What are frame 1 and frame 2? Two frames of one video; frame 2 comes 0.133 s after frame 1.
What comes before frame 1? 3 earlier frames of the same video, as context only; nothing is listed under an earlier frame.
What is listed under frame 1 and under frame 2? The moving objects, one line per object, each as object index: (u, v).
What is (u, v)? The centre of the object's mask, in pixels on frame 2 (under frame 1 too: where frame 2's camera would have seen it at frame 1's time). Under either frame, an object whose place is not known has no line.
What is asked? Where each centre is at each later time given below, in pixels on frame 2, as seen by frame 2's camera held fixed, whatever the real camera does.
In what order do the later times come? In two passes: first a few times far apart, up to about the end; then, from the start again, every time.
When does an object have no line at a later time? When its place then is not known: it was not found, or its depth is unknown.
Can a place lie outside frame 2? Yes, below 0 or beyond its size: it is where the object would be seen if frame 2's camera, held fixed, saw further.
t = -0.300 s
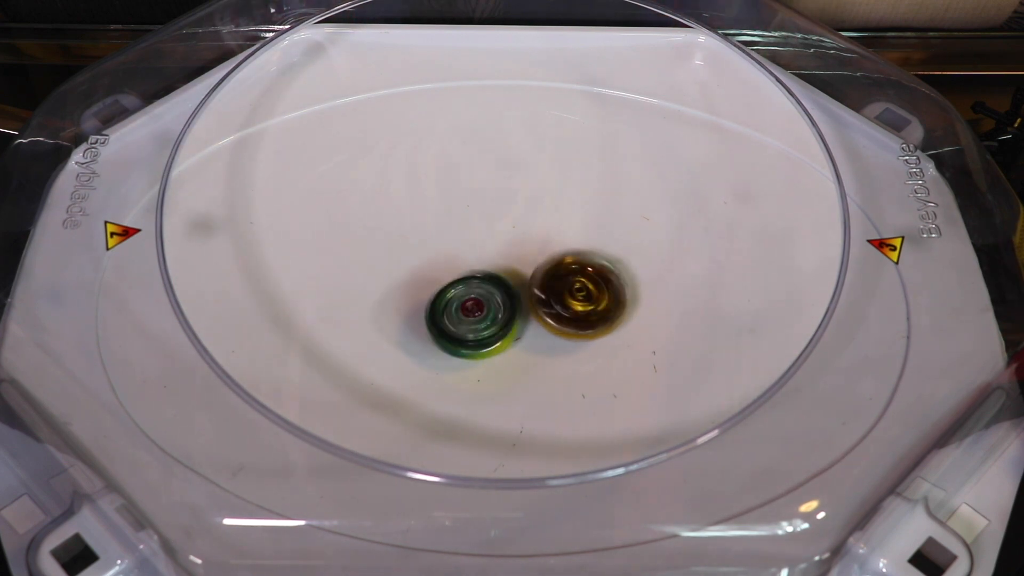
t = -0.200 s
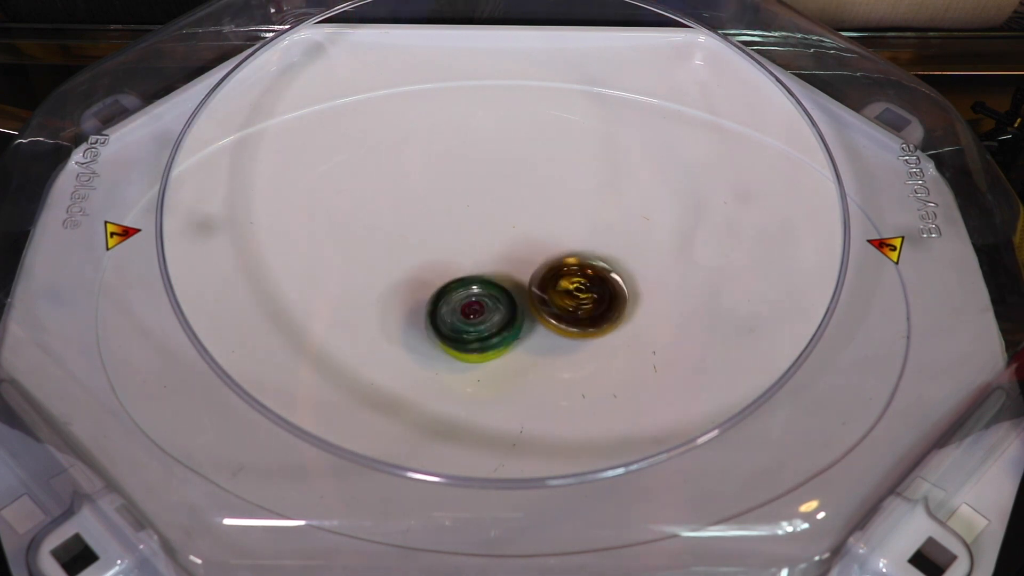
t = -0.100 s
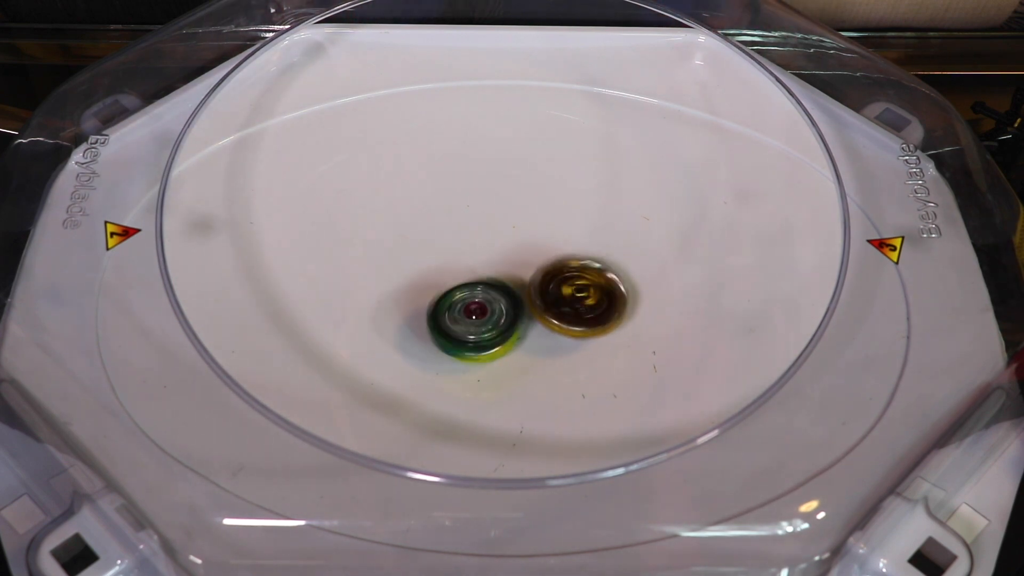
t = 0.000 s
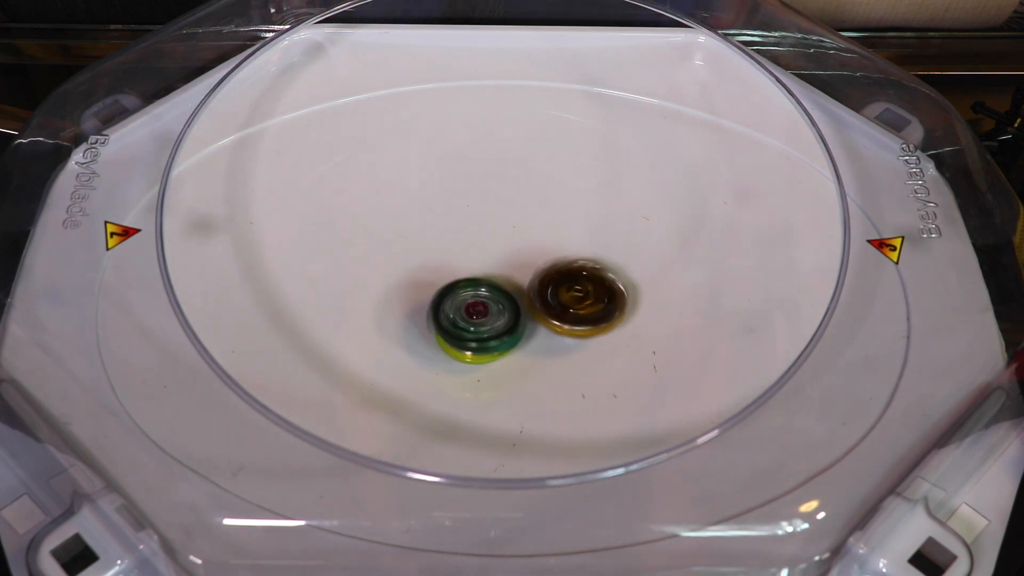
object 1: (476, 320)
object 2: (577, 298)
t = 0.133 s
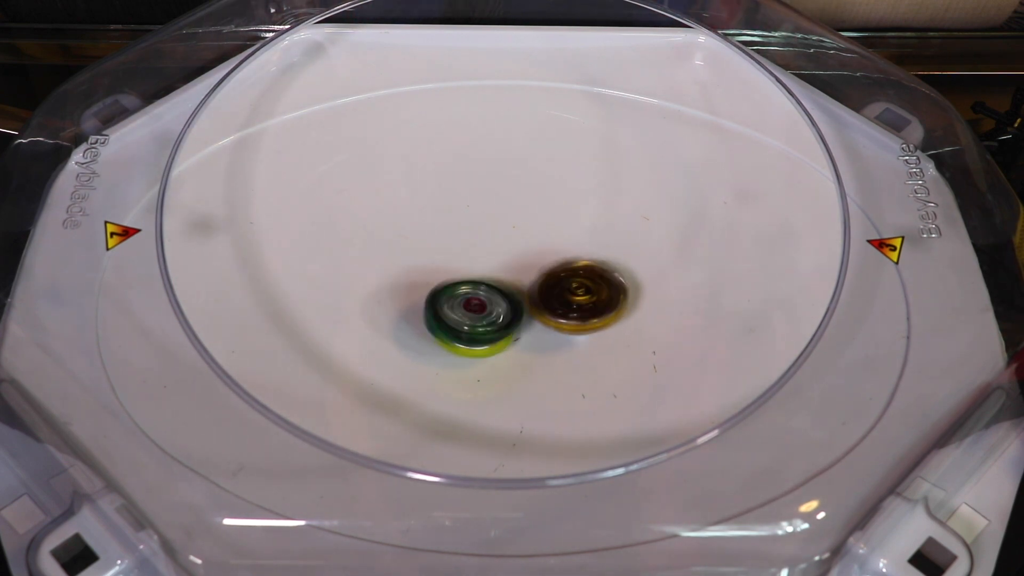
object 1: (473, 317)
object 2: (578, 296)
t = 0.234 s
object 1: (474, 314)
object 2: (576, 296)
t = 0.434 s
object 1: (472, 307)
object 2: (577, 297)
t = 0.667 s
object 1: (475, 303)
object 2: (580, 295)
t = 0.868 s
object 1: (477, 303)
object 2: (580, 296)
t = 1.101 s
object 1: (474, 303)
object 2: (579, 296)
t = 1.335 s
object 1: (466, 302)
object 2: (580, 297)
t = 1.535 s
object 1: (466, 300)
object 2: (579, 299)
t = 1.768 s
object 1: (469, 304)
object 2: (578, 302)
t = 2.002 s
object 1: (467, 307)
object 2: (575, 305)
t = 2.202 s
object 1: (465, 307)
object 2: (573, 306)
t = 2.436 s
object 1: (461, 302)
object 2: (572, 305)
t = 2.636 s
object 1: (464, 303)
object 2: (568, 305)
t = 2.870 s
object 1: (463, 305)
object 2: (569, 305)
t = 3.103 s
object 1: (462, 301)
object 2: (564, 305)
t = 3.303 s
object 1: (445, 288)
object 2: (576, 305)
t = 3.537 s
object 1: (461, 283)
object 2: (566, 307)
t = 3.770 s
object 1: (467, 285)
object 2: (571, 325)
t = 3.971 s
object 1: (464, 287)
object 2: (564, 326)
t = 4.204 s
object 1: (461, 286)
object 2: (557, 321)
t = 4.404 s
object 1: (460, 285)
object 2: (559, 317)
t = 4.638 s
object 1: (464, 286)
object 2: (556, 313)
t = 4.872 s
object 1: (458, 283)
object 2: (555, 312)
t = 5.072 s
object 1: (459, 282)
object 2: (554, 312)
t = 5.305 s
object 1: (457, 284)
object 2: (555, 308)
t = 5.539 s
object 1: (457, 281)
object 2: (554, 304)
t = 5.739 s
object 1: (449, 279)
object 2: (561, 300)
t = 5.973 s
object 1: (447, 285)
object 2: (546, 302)
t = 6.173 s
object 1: (444, 289)
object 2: (540, 320)
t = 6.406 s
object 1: (443, 287)
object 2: (545, 319)
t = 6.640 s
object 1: (447, 290)
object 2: (550, 296)
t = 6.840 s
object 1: (412, 286)
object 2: (577, 286)
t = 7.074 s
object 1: (412, 280)
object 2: (570, 297)
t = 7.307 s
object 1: (442, 298)
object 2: (570, 307)
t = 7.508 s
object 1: (450, 331)
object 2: (561, 311)
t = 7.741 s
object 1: (451, 336)
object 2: (555, 314)
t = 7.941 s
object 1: (433, 329)
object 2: (575, 315)
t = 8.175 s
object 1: (436, 311)
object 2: (583, 289)
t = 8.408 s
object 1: (461, 308)
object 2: (559, 287)
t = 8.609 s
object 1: (462, 314)
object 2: (562, 297)
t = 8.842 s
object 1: (466, 310)
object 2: (555, 292)
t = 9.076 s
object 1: (452, 318)
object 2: (564, 280)
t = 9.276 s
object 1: (452, 320)
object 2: (547, 303)
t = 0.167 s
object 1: (474, 316)
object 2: (577, 295)
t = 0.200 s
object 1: (473, 315)
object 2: (576, 296)
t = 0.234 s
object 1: (474, 314)
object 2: (576, 296)
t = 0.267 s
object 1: (474, 311)
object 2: (576, 298)
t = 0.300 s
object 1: (473, 310)
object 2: (579, 296)
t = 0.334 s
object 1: (471, 309)
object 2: (580, 295)
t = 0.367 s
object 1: (471, 308)
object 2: (579, 295)
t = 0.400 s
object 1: (472, 307)
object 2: (579, 296)
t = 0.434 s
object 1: (472, 307)
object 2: (577, 297)
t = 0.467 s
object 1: (474, 305)
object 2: (578, 297)
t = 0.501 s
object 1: (476, 304)
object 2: (577, 298)
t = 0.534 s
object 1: (477, 303)
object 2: (579, 297)
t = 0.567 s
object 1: (477, 303)
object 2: (579, 297)
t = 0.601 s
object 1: (478, 304)
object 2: (579, 297)
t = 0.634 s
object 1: (475, 304)
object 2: (580, 296)
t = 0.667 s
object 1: (475, 303)
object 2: (580, 295)
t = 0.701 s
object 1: (477, 302)
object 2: (581, 296)
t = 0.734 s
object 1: (475, 302)
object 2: (583, 295)
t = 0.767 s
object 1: (476, 301)
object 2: (582, 294)
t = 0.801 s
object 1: (476, 301)
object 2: (581, 294)
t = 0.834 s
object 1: (478, 302)
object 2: (580, 296)
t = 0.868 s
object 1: (477, 303)
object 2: (580, 296)
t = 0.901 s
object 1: (476, 304)
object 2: (581, 296)
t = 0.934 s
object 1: (475, 303)
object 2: (580, 296)
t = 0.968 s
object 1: (475, 304)
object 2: (579, 296)
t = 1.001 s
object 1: (475, 304)
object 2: (579, 297)
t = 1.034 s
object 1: (472, 304)
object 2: (580, 297)
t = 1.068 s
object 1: (473, 303)
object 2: (580, 296)
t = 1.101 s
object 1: (474, 303)
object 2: (579, 296)
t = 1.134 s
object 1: (476, 303)
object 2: (577, 297)
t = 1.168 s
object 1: (472, 303)
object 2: (579, 297)
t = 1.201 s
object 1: (471, 301)
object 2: (579, 296)
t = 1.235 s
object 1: (472, 300)
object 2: (578, 295)
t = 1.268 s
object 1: (475, 302)
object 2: (576, 297)
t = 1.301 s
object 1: (473, 303)
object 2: (576, 298)
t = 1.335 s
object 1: (466, 302)
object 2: (580, 297)
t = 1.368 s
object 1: (464, 301)
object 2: (582, 298)
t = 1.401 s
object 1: (465, 300)
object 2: (582, 296)
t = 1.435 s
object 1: (467, 300)
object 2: (580, 297)
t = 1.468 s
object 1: (466, 301)
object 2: (579, 298)
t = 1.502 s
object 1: (466, 301)
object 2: (579, 300)
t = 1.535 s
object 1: (466, 300)
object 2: (579, 299)
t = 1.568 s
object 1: (468, 300)
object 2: (579, 300)
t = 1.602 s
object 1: (468, 300)
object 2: (578, 300)
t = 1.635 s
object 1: (469, 301)
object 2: (578, 301)
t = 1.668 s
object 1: (467, 301)
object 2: (579, 300)
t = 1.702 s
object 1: (468, 302)
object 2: (578, 302)
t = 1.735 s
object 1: (469, 302)
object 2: (578, 301)
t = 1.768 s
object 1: (469, 304)
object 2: (578, 302)
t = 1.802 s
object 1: (468, 304)
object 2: (577, 303)
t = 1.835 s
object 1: (468, 305)
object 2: (577, 303)
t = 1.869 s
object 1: (469, 306)
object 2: (577, 304)
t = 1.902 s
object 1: (468, 308)
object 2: (577, 304)
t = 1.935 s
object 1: (467, 307)
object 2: (576, 304)
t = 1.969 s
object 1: (466, 308)
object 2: (576, 305)
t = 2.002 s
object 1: (467, 307)
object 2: (575, 305)
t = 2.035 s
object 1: (466, 308)
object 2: (575, 305)
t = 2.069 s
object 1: (467, 308)
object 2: (573, 306)
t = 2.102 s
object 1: (465, 308)
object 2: (573, 306)
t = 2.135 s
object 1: (467, 308)
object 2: (571, 307)
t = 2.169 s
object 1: (467, 308)
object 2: (571, 307)
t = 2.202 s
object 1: (465, 307)
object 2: (573, 306)
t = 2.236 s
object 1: (459, 307)
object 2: (576, 305)
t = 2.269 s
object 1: (459, 305)
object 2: (576, 304)
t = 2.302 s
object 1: (459, 304)
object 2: (574, 304)
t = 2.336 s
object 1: (461, 305)
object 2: (574, 305)
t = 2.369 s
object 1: (460, 304)
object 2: (573, 305)
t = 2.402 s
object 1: (461, 303)
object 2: (573, 305)
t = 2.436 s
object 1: (461, 302)
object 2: (572, 305)
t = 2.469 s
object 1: (463, 303)
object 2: (572, 306)
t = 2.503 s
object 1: (463, 303)
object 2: (571, 305)
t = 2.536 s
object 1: (464, 304)
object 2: (570, 305)
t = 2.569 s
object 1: (465, 303)
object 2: (567, 305)
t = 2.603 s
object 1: (465, 304)
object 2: (567, 306)
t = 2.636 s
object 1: (464, 303)
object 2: (568, 305)
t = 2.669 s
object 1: (464, 303)
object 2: (569, 305)
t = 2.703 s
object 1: (466, 302)
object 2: (567, 305)
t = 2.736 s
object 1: (463, 303)
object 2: (571, 305)
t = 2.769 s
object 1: (462, 302)
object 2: (571, 305)
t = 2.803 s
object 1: (463, 303)
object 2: (571, 305)
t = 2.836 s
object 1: (464, 303)
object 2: (570, 305)
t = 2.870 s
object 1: (463, 305)
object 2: (569, 305)
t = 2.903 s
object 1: (463, 304)
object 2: (567, 305)
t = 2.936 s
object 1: (462, 304)
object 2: (567, 306)
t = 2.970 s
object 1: (464, 304)
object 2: (566, 306)
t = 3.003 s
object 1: (464, 305)
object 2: (565, 306)
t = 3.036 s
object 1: (461, 304)
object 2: (566, 305)
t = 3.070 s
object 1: (459, 303)
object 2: (565, 305)
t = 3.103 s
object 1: (462, 301)
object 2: (564, 305)
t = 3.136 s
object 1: (453, 300)
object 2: (572, 305)
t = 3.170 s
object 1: (450, 298)
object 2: (578, 305)
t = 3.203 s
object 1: (446, 296)
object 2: (579, 304)
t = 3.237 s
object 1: (446, 293)
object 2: (578, 304)
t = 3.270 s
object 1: (445, 291)
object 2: (576, 304)
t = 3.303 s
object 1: (445, 288)
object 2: (576, 305)
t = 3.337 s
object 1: (446, 287)
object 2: (575, 305)
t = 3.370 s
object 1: (447, 284)
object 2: (574, 305)
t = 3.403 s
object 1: (449, 284)
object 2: (573, 305)
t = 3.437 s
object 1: (451, 282)
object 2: (570, 305)
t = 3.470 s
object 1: (454, 283)
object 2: (569, 305)
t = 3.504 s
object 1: (458, 281)
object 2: (567, 306)
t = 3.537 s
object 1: (461, 283)
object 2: (566, 307)
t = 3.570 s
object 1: (465, 283)
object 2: (564, 309)
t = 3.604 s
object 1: (470, 285)
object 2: (562, 311)
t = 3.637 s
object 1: (468, 284)
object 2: (565, 314)
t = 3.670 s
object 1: (467, 283)
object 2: (567, 317)
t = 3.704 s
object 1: (467, 283)
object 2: (569, 321)
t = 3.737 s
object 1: (468, 284)
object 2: (570, 323)
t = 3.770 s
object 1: (467, 285)
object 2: (571, 325)
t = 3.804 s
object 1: (466, 285)
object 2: (571, 324)
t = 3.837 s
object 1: (465, 285)
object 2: (571, 325)
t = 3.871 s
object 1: (466, 285)
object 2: (570, 325)
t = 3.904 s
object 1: (465, 286)
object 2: (569, 325)
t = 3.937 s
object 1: (466, 286)
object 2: (567, 325)
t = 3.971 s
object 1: (464, 287)
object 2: (564, 326)
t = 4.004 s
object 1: (465, 287)
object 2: (563, 326)
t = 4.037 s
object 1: (464, 287)
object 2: (563, 325)
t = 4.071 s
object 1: (466, 287)
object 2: (561, 327)
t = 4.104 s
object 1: (465, 289)
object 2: (561, 324)
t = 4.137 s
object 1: (465, 289)
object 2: (558, 324)
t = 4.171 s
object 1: (464, 290)
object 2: (556, 321)
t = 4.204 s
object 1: (461, 286)
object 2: (557, 321)
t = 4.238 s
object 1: (461, 284)
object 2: (558, 320)
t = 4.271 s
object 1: (464, 283)
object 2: (558, 319)
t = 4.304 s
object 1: (466, 285)
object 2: (557, 318)
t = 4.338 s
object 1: (465, 286)
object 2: (557, 320)
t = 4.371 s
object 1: (463, 286)
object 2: (559, 319)
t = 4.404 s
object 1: (460, 285)
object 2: (559, 317)
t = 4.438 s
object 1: (462, 285)
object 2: (559, 317)
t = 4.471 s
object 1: (461, 285)
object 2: (557, 316)
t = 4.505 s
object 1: (462, 286)
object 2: (557, 317)
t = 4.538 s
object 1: (459, 285)
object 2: (559, 317)
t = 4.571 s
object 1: (461, 284)
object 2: (560, 314)
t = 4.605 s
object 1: (463, 284)
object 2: (558, 313)
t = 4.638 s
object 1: (464, 286)
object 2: (556, 313)
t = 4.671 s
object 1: (459, 285)
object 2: (558, 315)
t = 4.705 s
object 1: (457, 283)
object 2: (560, 315)
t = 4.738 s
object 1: (458, 282)
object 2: (559, 313)
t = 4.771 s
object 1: (458, 282)
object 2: (557, 313)
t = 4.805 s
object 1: (458, 283)
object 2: (555, 313)
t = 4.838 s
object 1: (457, 283)
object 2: (555, 313)
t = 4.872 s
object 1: (458, 283)
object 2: (555, 312)
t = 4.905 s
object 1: (457, 284)
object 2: (553, 311)
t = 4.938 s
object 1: (458, 284)
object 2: (552, 312)
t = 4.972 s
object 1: (457, 283)
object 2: (553, 310)
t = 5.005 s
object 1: (458, 281)
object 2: (553, 311)
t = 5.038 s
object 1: (460, 281)
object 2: (553, 311)
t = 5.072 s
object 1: (459, 282)
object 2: (554, 312)
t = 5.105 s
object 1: (459, 283)
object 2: (556, 311)
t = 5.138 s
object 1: (456, 284)
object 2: (555, 309)
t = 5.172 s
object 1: (458, 283)
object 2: (555, 309)
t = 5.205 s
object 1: (458, 284)
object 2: (555, 310)
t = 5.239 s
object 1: (460, 284)
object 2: (555, 309)
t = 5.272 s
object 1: (460, 285)
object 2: (555, 308)
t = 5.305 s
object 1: (457, 284)
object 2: (555, 308)
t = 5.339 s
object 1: (456, 283)
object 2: (555, 307)
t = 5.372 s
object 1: (455, 282)
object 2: (554, 308)
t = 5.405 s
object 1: (458, 283)
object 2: (554, 307)
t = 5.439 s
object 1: (455, 283)
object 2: (555, 307)
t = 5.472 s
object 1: (456, 282)
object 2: (554, 306)
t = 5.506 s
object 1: (456, 281)
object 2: (555, 305)
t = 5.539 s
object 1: (457, 281)
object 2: (554, 304)
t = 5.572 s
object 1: (454, 281)
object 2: (556, 302)
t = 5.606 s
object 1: (445, 279)
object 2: (562, 302)
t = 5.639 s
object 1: (443, 277)
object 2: (564, 301)
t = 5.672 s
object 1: (444, 277)
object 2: (563, 300)
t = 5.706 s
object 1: (447, 276)
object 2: (563, 300)
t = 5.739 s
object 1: (449, 279)
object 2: (561, 300)
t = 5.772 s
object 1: (447, 280)
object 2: (560, 298)
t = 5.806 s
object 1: (445, 281)
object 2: (558, 298)
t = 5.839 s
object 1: (443, 282)
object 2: (556, 297)
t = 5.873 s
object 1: (445, 282)
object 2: (552, 298)
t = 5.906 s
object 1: (447, 283)
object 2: (550, 300)
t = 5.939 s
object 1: (447, 283)
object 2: (547, 301)
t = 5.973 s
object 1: (447, 285)
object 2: (546, 302)
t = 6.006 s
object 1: (445, 286)
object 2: (546, 303)
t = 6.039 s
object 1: (446, 287)
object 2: (545, 307)
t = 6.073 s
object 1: (444, 290)
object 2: (541, 311)
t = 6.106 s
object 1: (445, 289)
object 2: (539, 315)
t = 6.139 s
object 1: (445, 290)
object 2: (540, 318)
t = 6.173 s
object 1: (444, 289)
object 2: (540, 320)
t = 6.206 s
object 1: (445, 289)
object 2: (540, 322)
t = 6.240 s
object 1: (443, 291)
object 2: (541, 322)
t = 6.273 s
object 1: (445, 292)
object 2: (541, 323)
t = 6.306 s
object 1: (446, 293)
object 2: (540, 323)
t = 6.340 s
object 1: (444, 291)
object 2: (541, 323)
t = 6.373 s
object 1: (442, 288)
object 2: (543, 322)
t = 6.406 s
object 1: (443, 287)
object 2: (545, 319)
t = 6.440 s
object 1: (448, 289)
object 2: (545, 317)
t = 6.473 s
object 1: (448, 292)
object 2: (547, 314)
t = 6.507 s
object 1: (449, 291)
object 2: (549, 310)
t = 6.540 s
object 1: (449, 291)
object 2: (549, 306)
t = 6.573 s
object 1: (449, 289)
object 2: (549, 303)
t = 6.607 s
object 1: (449, 290)
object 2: (550, 299)
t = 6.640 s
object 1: (447, 290)
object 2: (550, 296)
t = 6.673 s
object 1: (449, 289)
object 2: (547, 296)
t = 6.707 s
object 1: (437, 288)
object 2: (560, 291)
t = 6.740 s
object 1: (427, 287)
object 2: (569, 291)
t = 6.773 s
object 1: (422, 288)
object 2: (576, 289)
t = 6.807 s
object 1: (416, 288)
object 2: (578, 287)
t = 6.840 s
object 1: (412, 286)
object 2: (577, 286)
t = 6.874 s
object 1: (409, 285)
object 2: (574, 288)
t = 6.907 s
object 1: (406, 284)
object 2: (572, 292)
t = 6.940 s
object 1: (409, 283)
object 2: (572, 294)
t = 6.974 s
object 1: (410, 281)
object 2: (571, 295)
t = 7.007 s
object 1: (408, 279)
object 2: (572, 297)
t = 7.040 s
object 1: (410, 280)
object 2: (570, 296)
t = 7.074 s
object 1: (412, 280)
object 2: (570, 297)
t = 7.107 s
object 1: (416, 279)
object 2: (571, 300)
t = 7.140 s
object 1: (420, 280)
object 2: (569, 301)
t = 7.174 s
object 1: (424, 282)
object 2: (568, 303)
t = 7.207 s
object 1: (430, 285)
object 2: (569, 305)
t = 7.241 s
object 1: (435, 289)
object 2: (570, 306)
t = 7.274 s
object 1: (437, 292)
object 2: (569, 307)
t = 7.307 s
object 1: (442, 298)
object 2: (570, 307)
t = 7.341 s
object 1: (445, 305)
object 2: (568, 307)
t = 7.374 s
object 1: (447, 309)
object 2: (566, 306)
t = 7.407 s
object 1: (448, 315)
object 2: (565, 307)
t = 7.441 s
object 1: (448, 323)
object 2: (564, 308)
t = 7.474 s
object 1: (450, 327)
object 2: (562, 309)
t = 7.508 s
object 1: (450, 331)
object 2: (561, 311)
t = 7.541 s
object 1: (446, 335)
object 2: (562, 310)
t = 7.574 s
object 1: (447, 337)
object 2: (561, 311)
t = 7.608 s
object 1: (447, 338)
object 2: (560, 312)
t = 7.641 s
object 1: (446, 337)
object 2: (559, 311)
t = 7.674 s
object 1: (447, 338)
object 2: (558, 313)
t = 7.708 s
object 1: (449, 338)
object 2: (556, 313)
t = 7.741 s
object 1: (451, 336)
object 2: (555, 314)
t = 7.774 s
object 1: (451, 336)
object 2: (554, 315)
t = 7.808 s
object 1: (450, 334)
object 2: (553, 316)
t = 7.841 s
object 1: (454, 331)
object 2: (552, 317)
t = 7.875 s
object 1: (458, 330)
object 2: (551, 319)
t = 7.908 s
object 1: (441, 330)
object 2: (566, 316)
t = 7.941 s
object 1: (433, 329)
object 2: (575, 315)
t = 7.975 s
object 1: (426, 326)
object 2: (582, 309)
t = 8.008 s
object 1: (423, 324)
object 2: (587, 305)
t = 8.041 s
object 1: (429, 321)
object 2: (589, 300)
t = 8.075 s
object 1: (433, 319)
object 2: (589, 297)
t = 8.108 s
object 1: (431, 317)
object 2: (587, 295)
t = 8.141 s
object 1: (433, 314)
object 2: (585, 292)
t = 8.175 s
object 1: (436, 311)
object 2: (583, 289)
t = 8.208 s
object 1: (438, 309)
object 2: (580, 289)
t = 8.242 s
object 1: (445, 309)
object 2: (576, 288)
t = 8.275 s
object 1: (450, 308)
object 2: (572, 289)
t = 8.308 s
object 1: (454, 306)
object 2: (567, 288)
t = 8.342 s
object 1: (462, 308)
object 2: (562, 289)
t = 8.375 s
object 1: (461, 309)
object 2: (560, 288)
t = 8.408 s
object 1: (461, 308)
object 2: (559, 287)
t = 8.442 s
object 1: (466, 309)
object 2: (558, 287)
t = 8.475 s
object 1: (468, 309)
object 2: (558, 290)
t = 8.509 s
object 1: (466, 313)
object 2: (557, 293)
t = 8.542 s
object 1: (465, 313)
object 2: (558, 295)
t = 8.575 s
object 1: (462, 312)
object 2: (559, 297)
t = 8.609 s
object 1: (462, 314)
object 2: (562, 297)
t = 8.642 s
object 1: (463, 314)
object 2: (563, 297)
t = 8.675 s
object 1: (462, 314)
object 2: (561, 294)
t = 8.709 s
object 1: (463, 315)
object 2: (560, 291)
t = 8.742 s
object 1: (466, 314)
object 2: (559, 291)
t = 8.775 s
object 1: (467, 315)
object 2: (557, 292)
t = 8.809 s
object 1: (466, 314)
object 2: (556, 293)
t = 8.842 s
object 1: (466, 310)
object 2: (555, 292)
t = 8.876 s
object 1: (465, 311)
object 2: (555, 290)
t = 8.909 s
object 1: (454, 316)
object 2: (559, 285)
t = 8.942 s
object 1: (447, 315)
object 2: (561, 282)
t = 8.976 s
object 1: (447, 315)
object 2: (564, 279)
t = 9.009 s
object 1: (449, 316)
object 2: (565, 279)
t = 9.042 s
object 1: (448, 317)
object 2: (565, 279)
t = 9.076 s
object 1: (452, 318)
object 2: (564, 280)
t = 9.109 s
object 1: (452, 319)
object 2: (562, 282)
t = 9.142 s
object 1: (453, 320)
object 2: (559, 285)
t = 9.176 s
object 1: (453, 319)
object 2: (556, 289)
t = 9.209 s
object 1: (452, 320)
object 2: (553, 293)
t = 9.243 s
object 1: (454, 321)
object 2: (550, 298)
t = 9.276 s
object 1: (452, 320)
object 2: (547, 303)
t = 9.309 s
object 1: (452, 319)
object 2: (547, 304)
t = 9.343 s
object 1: (453, 317)
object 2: (548, 304)
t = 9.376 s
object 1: (454, 317)
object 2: (550, 303)
